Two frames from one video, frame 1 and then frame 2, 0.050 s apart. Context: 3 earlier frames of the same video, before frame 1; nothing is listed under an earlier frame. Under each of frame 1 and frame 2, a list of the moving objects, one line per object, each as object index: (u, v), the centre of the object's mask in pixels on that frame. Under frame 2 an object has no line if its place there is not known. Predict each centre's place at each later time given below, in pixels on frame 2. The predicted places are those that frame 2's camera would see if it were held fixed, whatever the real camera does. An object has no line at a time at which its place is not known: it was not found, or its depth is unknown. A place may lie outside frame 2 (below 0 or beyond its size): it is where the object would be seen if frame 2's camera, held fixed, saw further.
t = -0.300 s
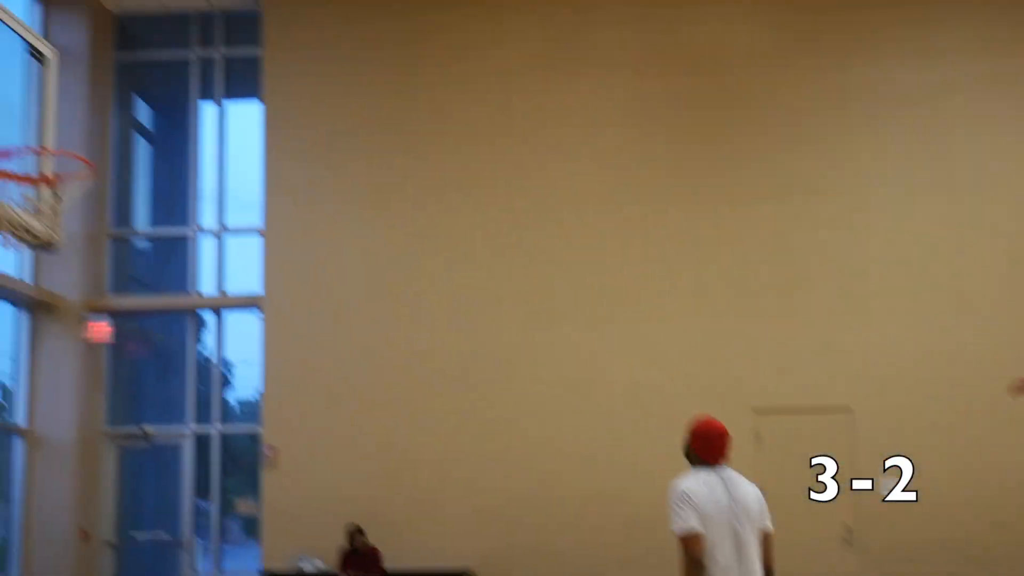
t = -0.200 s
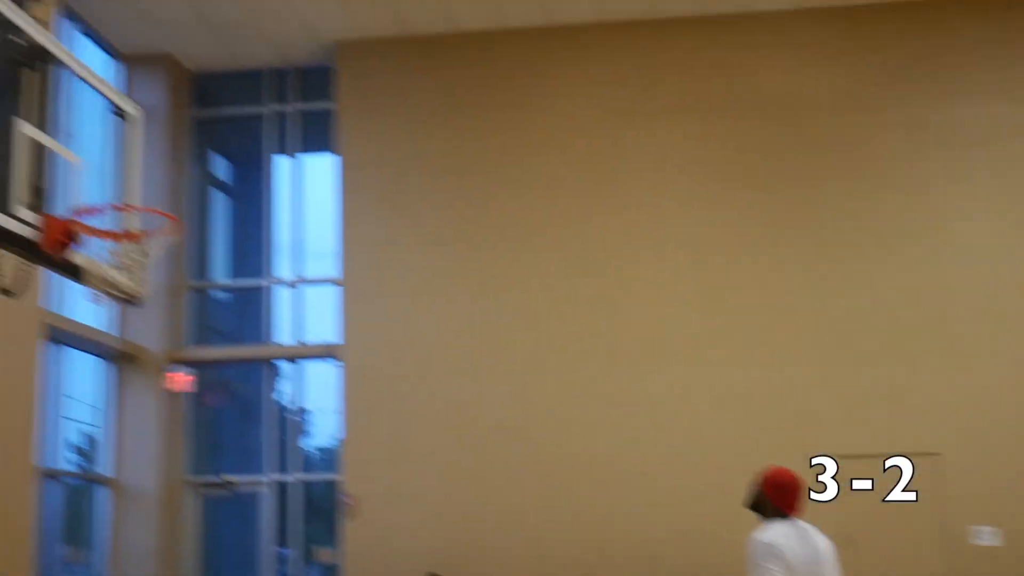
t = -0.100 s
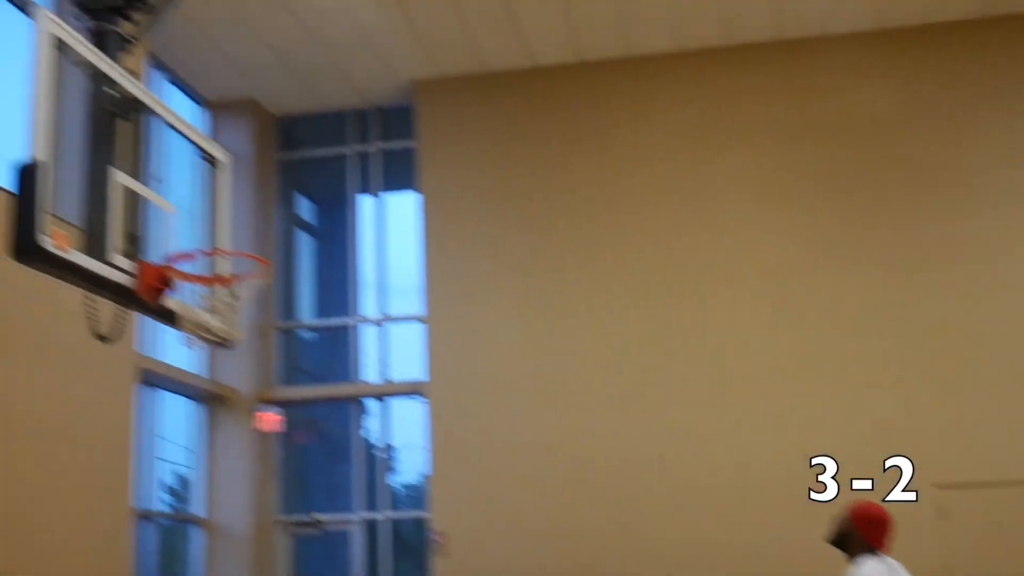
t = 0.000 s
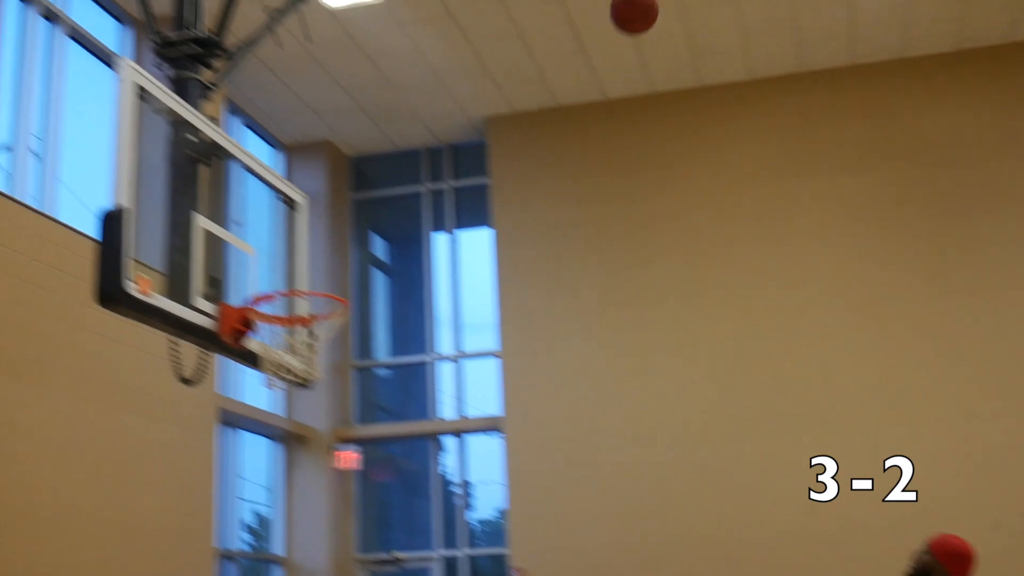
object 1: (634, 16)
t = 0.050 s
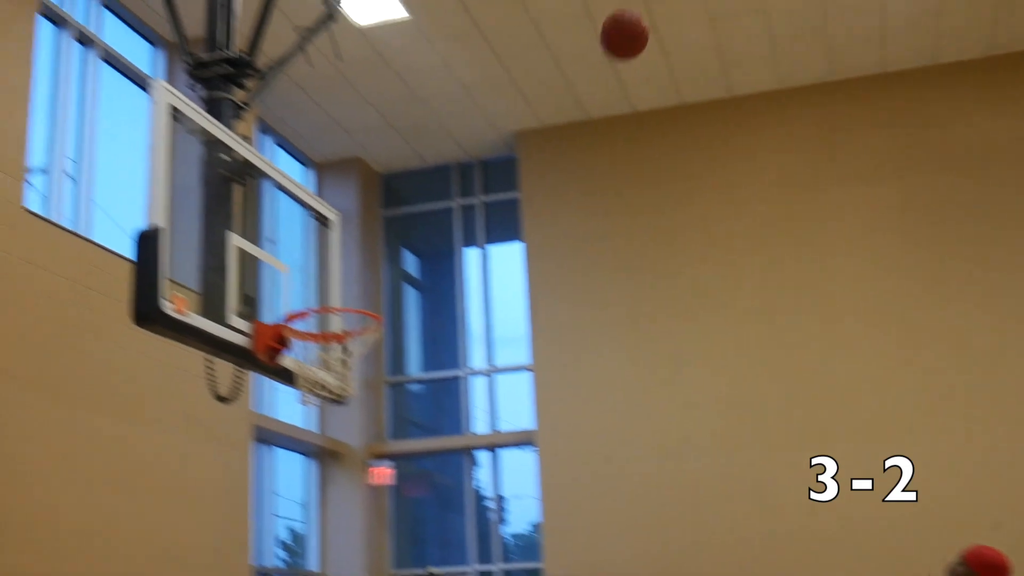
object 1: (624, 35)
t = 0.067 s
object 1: (610, 40)
